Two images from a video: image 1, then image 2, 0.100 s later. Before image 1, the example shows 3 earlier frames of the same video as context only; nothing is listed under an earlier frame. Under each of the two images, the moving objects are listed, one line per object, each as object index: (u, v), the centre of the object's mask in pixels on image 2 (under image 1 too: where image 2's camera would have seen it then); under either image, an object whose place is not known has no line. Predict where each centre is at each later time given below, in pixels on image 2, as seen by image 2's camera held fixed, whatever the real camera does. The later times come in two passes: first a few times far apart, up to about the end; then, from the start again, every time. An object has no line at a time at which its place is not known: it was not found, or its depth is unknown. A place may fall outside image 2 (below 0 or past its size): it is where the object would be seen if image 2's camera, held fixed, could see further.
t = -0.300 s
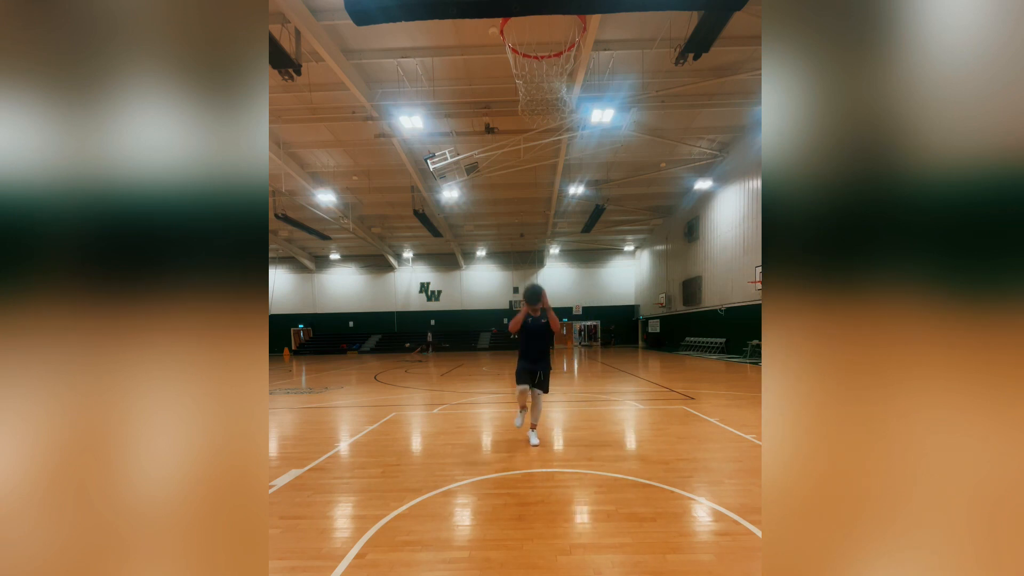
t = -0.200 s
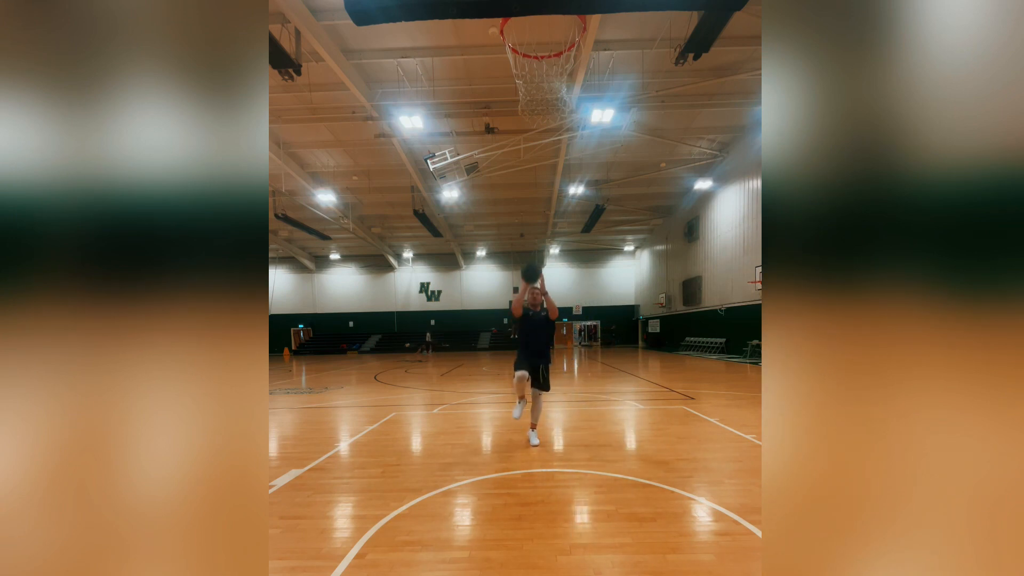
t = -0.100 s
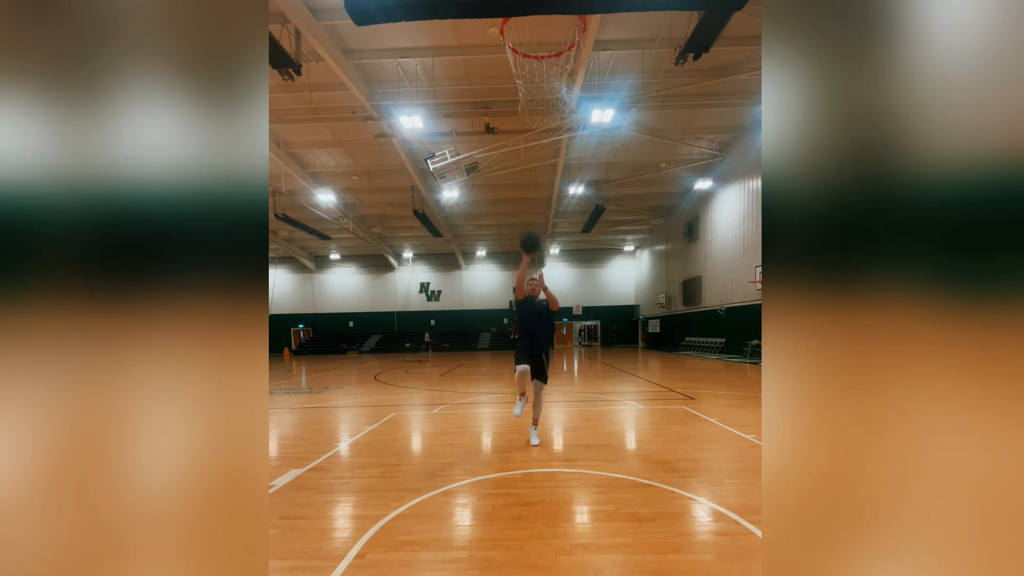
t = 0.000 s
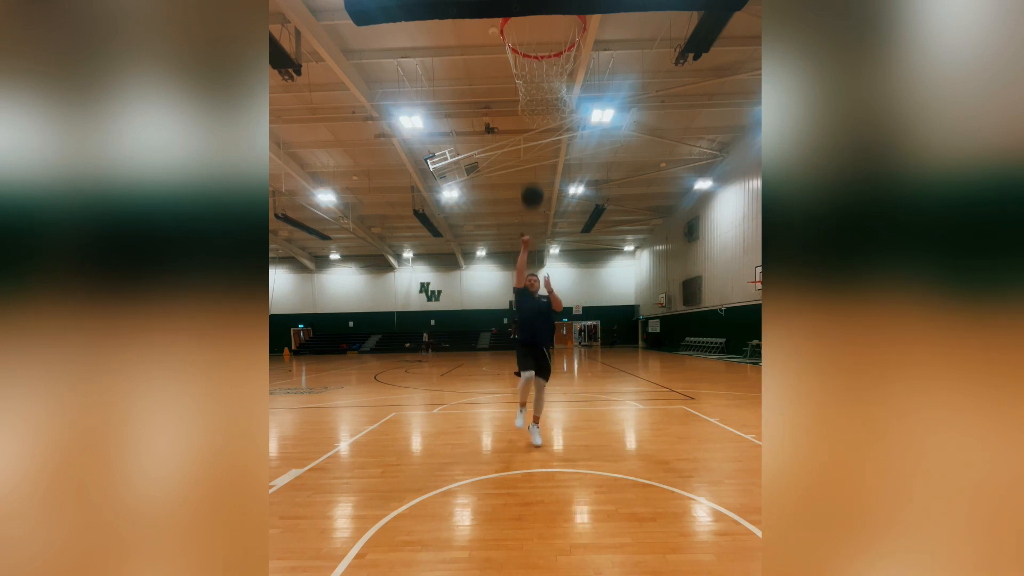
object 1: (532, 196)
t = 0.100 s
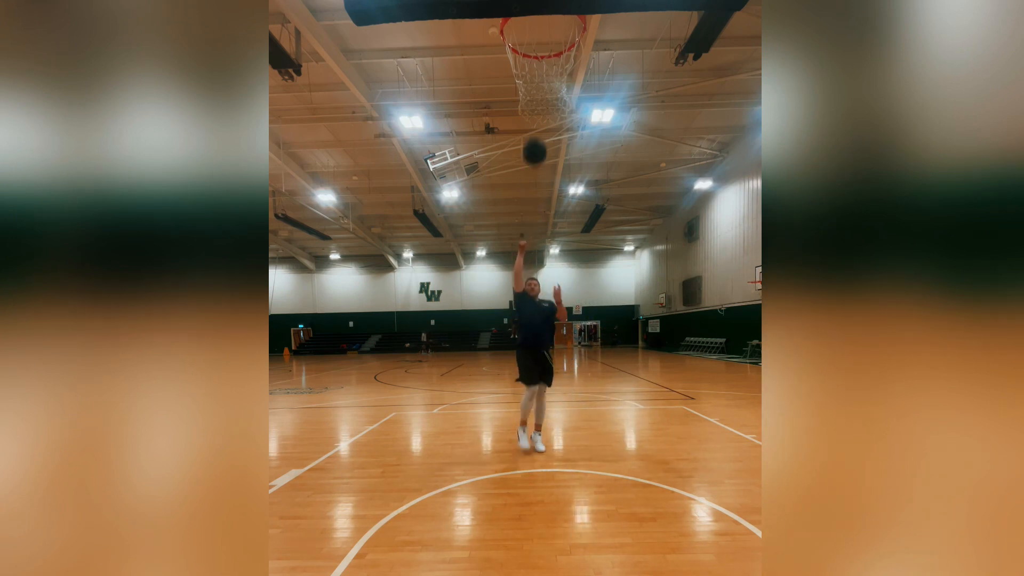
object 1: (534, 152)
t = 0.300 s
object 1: (541, 81)
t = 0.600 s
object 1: (557, 42)
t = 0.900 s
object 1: (596, 115)
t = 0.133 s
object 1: (535, 139)
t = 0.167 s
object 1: (537, 127)
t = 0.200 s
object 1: (538, 113)
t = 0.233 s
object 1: (539, 102)
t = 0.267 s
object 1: (540, 91)
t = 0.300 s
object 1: (541, 81)
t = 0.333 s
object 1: (542, 74)
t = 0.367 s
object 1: (544, 65)
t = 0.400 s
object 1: (546, 57)
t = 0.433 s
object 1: (548, 51)
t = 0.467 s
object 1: (549, 46)
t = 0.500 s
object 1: (551, 43)
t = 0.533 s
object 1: (553, 41)
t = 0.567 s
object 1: (555, 41)
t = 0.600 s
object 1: (557, 42)
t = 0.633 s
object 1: (559, 45)
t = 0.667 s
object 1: (562, 50)
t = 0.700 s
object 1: (567, 56)
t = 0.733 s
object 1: (574, 65)
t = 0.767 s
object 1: (579, 72)
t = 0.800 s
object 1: (582, 80)
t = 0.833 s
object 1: (587, 91)
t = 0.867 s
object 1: (591, 102)
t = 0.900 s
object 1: (596, 115)
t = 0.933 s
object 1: (600, 132)
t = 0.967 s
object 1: (604, 145)
